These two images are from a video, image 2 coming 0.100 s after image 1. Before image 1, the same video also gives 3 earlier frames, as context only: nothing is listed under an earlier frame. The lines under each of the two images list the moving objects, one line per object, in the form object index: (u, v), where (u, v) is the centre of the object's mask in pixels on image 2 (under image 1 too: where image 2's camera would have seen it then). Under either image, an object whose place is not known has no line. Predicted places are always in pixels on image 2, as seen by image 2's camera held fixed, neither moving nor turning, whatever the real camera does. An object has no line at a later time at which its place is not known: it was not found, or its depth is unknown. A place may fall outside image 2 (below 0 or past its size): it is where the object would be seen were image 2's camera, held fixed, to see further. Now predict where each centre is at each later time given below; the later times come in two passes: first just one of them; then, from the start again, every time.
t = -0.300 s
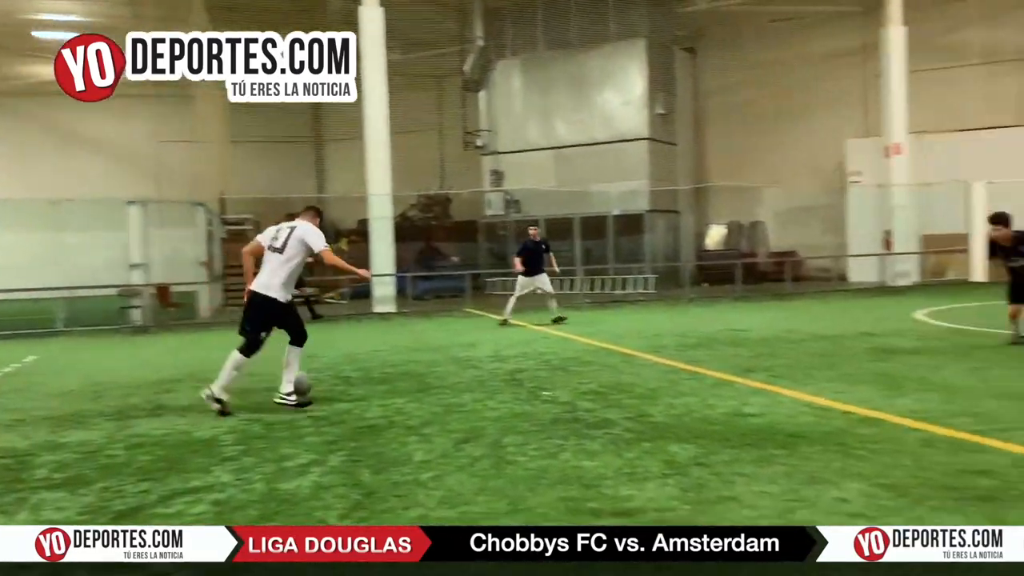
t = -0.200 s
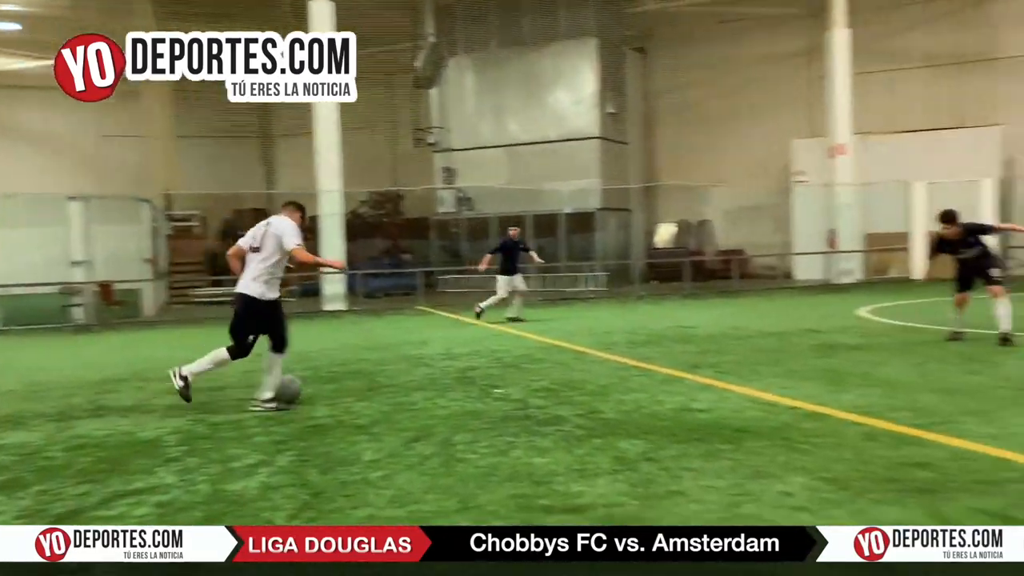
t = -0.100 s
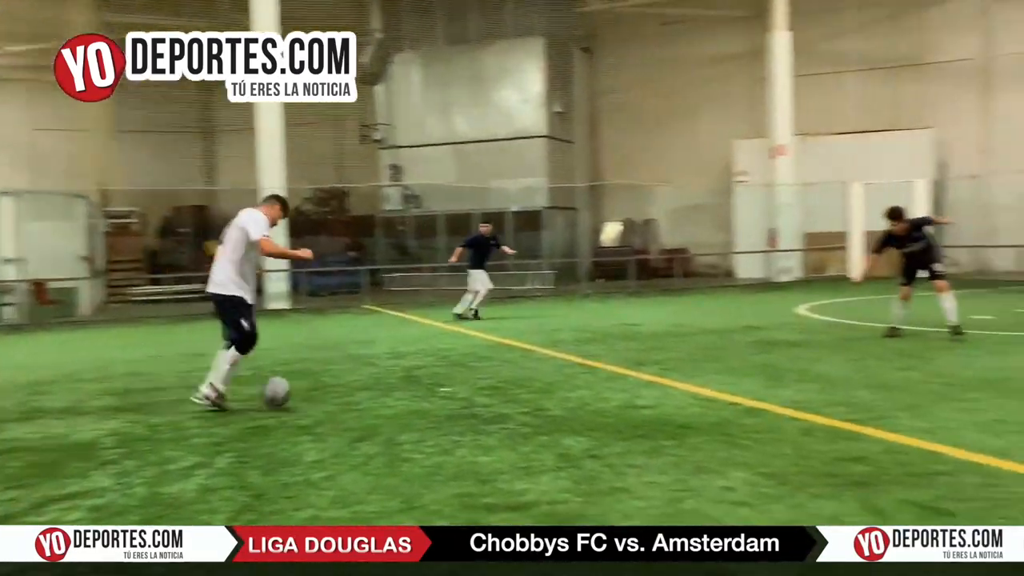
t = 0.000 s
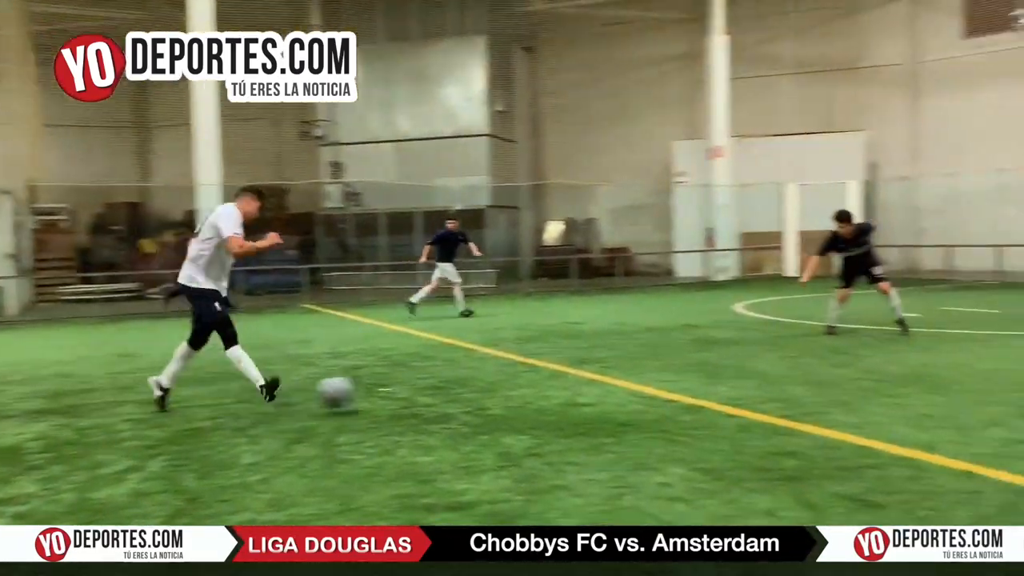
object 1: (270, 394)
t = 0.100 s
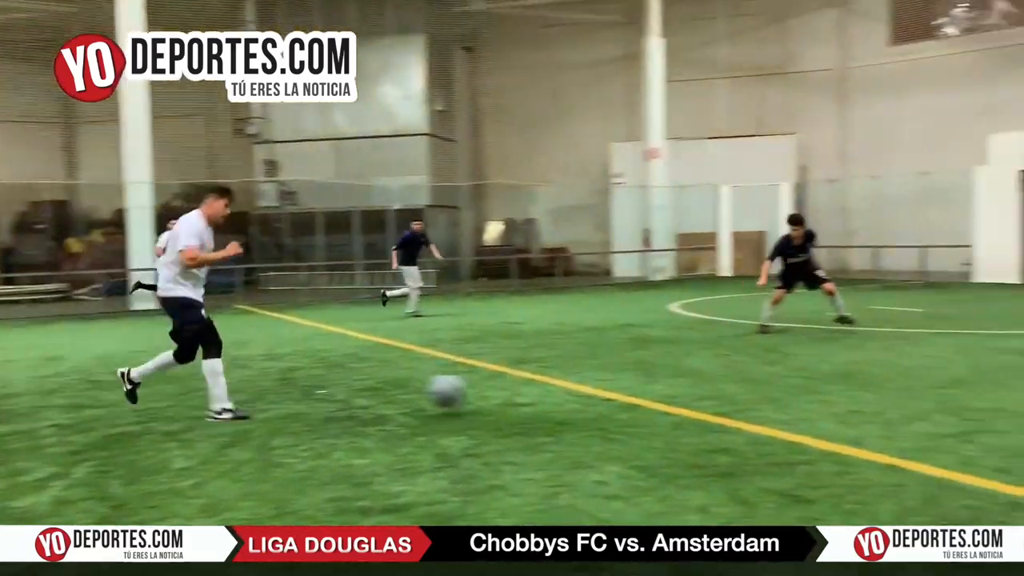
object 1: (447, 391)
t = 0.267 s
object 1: (717, 385)
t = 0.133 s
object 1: (506, 394)
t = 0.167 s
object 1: (565, 399)
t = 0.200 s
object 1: (614, 391)
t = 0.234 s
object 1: (666, 387)
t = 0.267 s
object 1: (717, 385)
